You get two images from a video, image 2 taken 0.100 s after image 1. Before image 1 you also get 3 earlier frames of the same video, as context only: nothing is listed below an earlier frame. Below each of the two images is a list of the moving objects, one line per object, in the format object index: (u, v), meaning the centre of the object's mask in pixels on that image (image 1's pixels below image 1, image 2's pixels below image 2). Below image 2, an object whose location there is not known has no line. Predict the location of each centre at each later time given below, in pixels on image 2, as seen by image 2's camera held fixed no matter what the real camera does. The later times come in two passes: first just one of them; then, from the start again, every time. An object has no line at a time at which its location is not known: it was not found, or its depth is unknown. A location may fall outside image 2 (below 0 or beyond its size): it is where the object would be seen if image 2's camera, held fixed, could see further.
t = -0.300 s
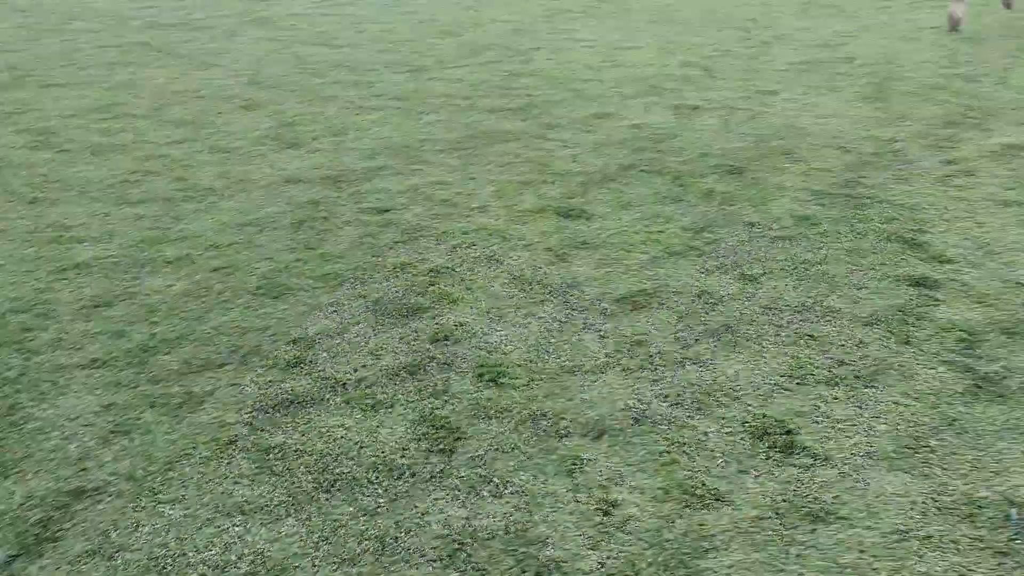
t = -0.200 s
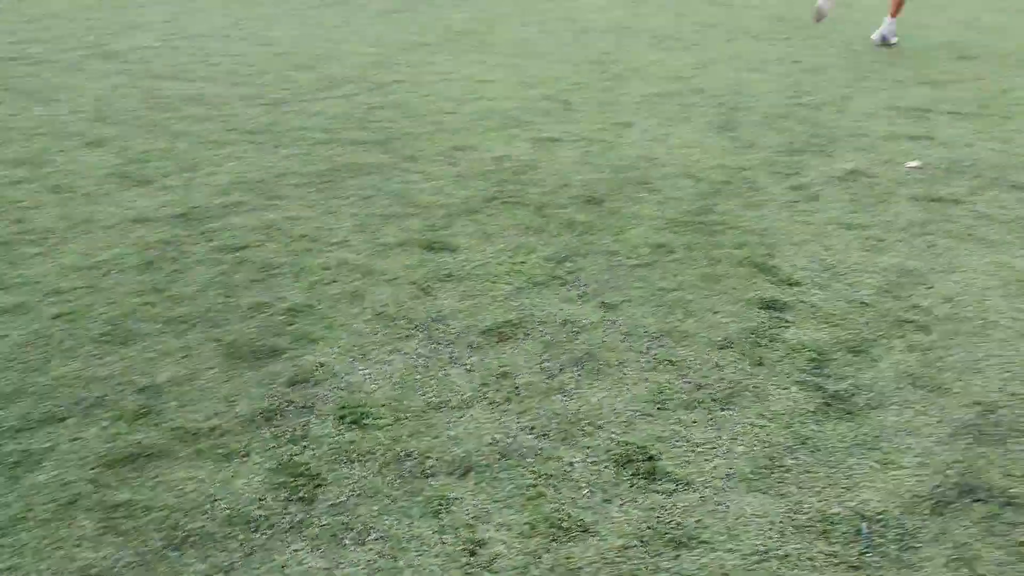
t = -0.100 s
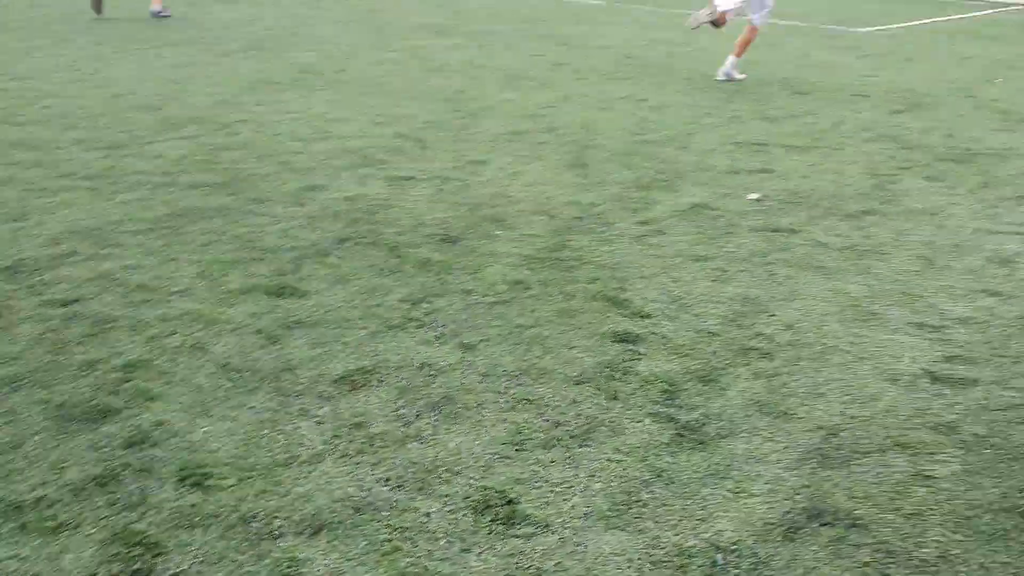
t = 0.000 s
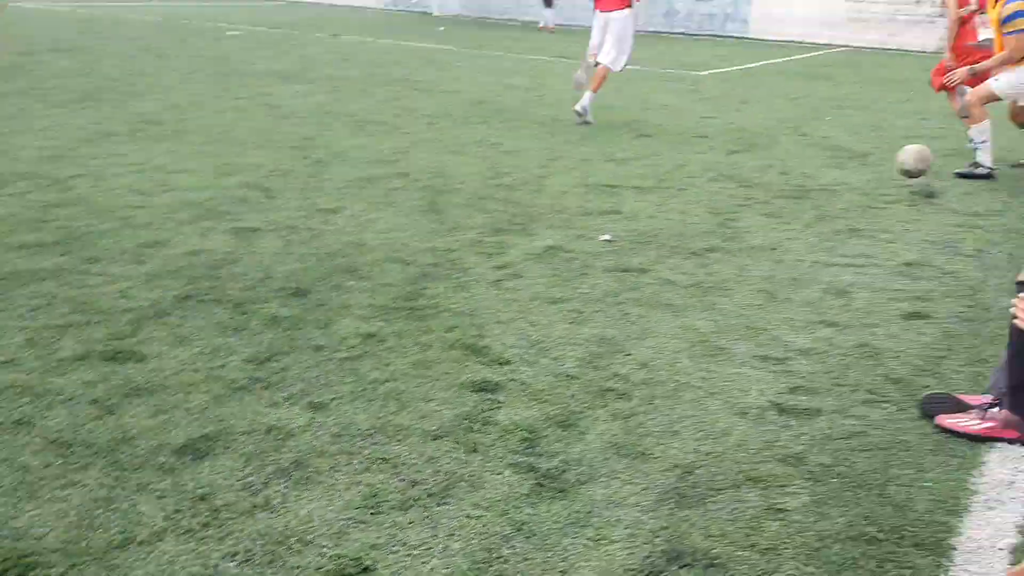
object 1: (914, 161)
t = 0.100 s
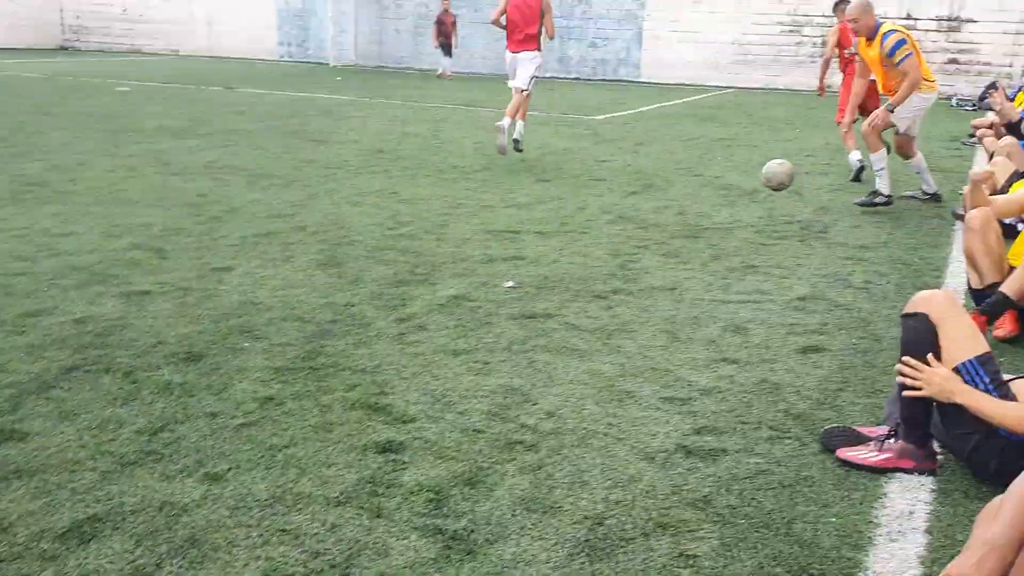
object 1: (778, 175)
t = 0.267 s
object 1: (732, 172)
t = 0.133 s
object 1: (768, 171)
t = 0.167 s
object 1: (759, 169)
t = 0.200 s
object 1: (750, 168)
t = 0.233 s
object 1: (741, 170)
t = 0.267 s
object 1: (732, 172)
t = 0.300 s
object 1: (724, 175)
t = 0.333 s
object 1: (716, 181)
